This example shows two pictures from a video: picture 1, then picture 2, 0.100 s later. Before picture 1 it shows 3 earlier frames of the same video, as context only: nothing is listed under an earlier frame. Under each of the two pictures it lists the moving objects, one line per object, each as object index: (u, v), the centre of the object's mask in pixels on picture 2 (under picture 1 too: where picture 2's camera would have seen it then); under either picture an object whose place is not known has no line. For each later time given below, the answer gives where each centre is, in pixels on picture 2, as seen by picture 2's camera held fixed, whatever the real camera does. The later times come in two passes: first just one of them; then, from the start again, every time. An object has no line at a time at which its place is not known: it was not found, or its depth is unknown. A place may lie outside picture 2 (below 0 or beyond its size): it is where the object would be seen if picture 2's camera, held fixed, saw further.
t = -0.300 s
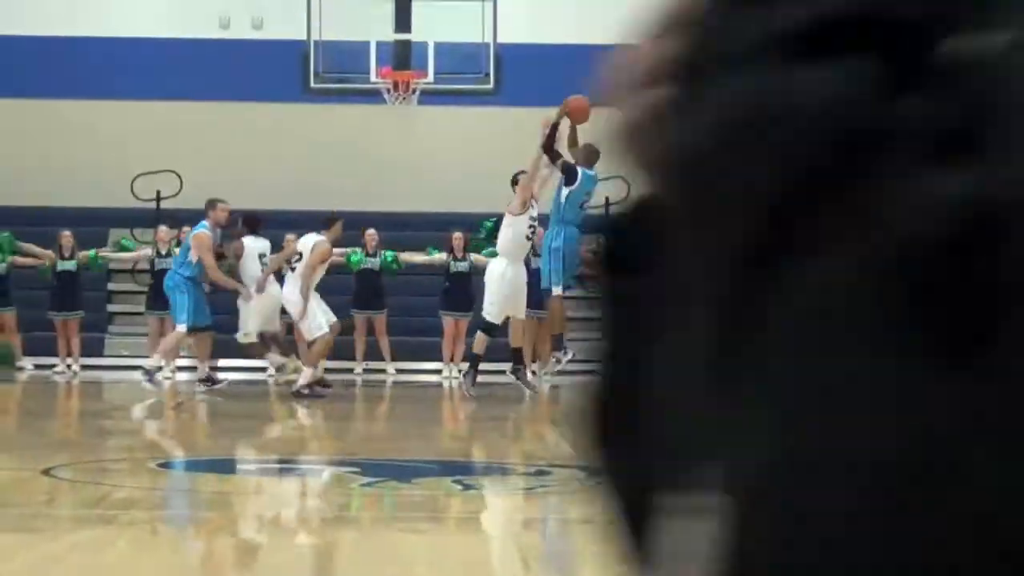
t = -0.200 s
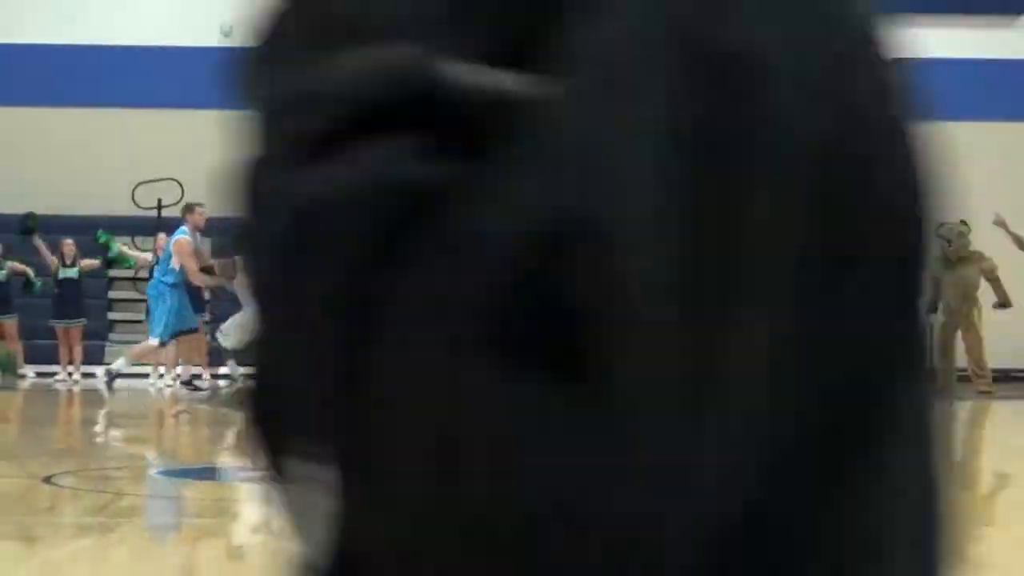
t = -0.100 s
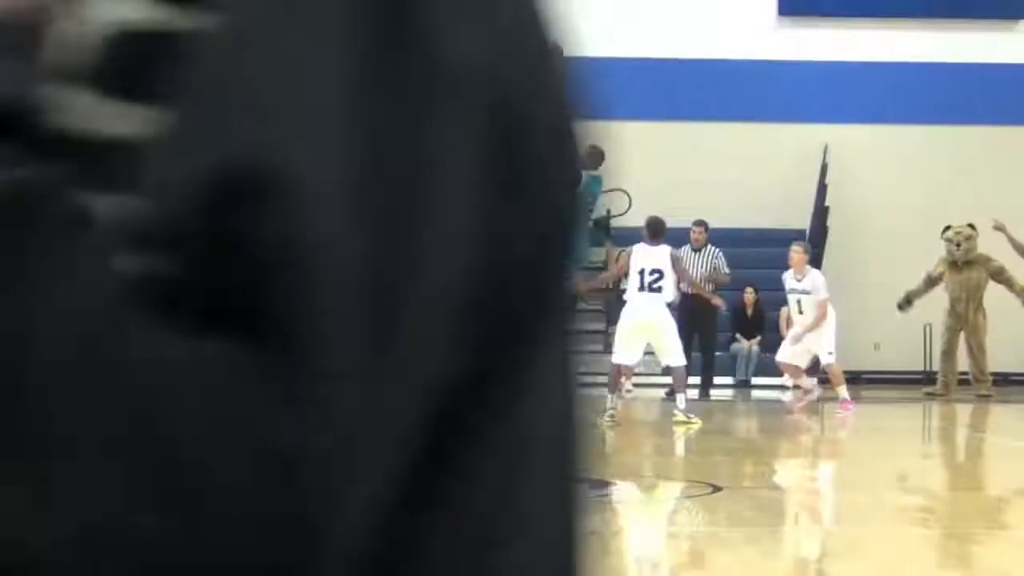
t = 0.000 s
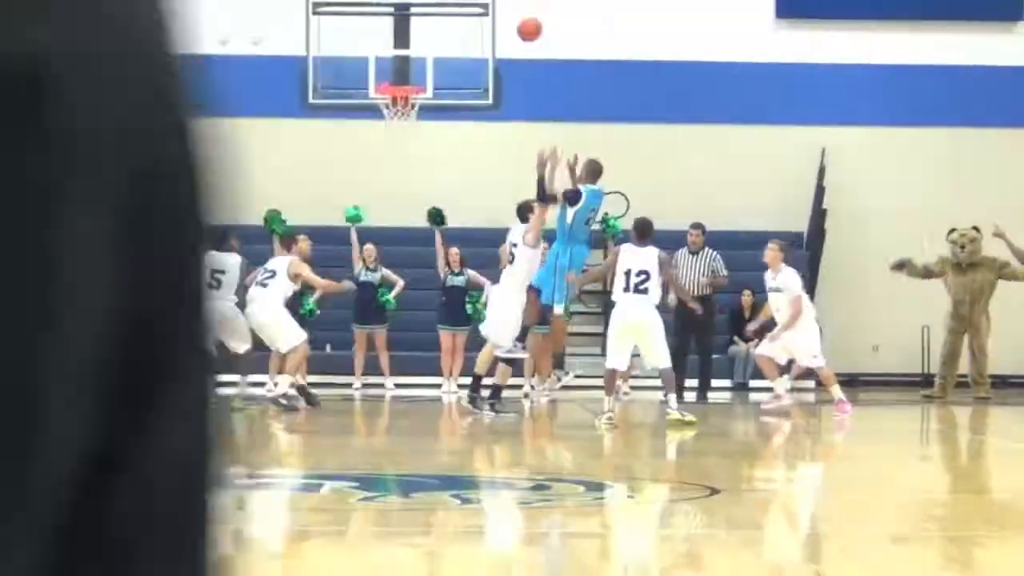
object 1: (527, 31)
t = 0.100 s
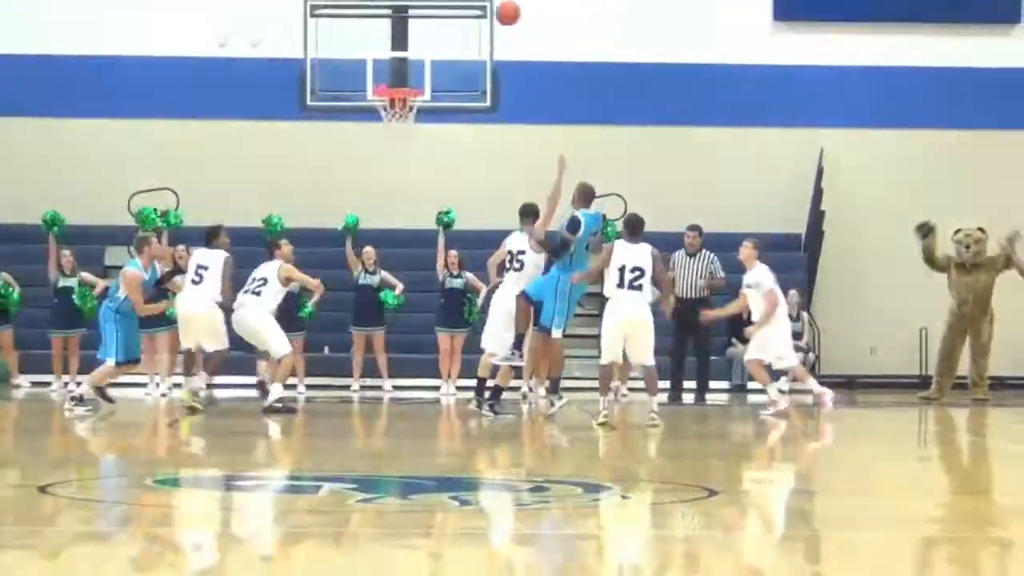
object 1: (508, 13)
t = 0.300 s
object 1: (469, 8)
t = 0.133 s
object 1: (501, 9)
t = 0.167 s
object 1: (494, 8)
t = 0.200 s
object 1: (488, 7)
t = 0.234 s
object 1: (481, 6)
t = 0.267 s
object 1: (475, 6)
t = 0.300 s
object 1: (469, 8)
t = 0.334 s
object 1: (461, 12)
